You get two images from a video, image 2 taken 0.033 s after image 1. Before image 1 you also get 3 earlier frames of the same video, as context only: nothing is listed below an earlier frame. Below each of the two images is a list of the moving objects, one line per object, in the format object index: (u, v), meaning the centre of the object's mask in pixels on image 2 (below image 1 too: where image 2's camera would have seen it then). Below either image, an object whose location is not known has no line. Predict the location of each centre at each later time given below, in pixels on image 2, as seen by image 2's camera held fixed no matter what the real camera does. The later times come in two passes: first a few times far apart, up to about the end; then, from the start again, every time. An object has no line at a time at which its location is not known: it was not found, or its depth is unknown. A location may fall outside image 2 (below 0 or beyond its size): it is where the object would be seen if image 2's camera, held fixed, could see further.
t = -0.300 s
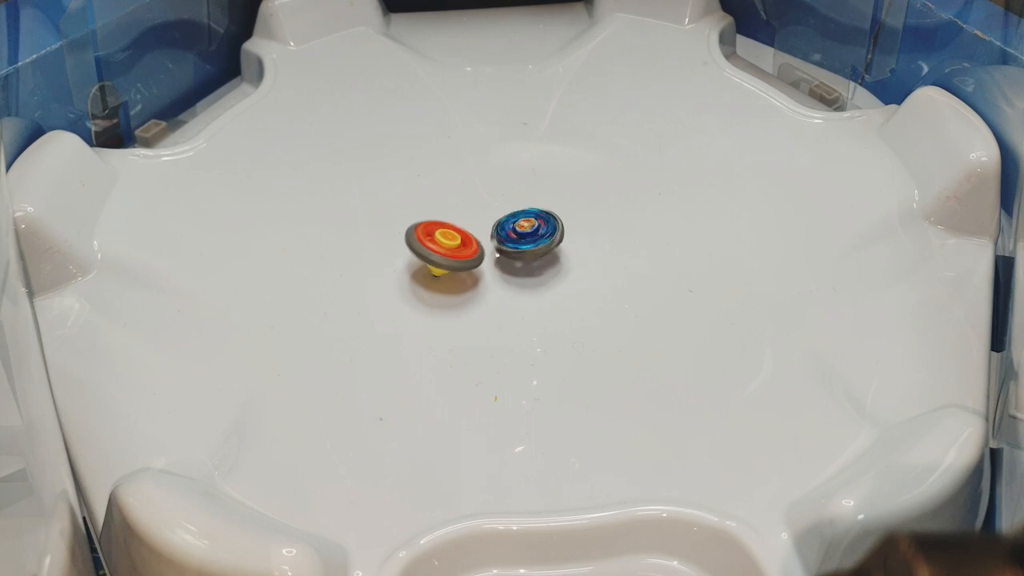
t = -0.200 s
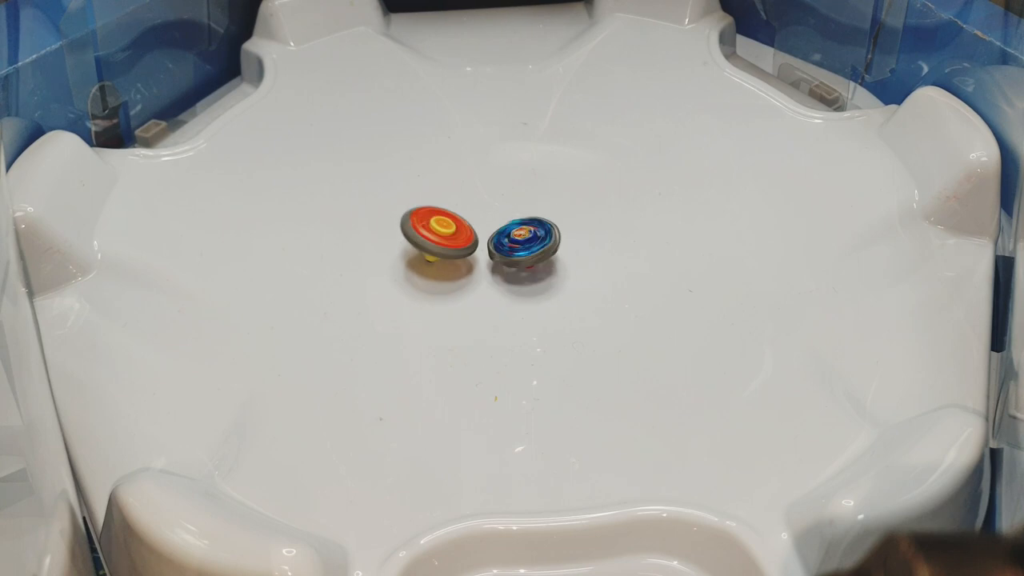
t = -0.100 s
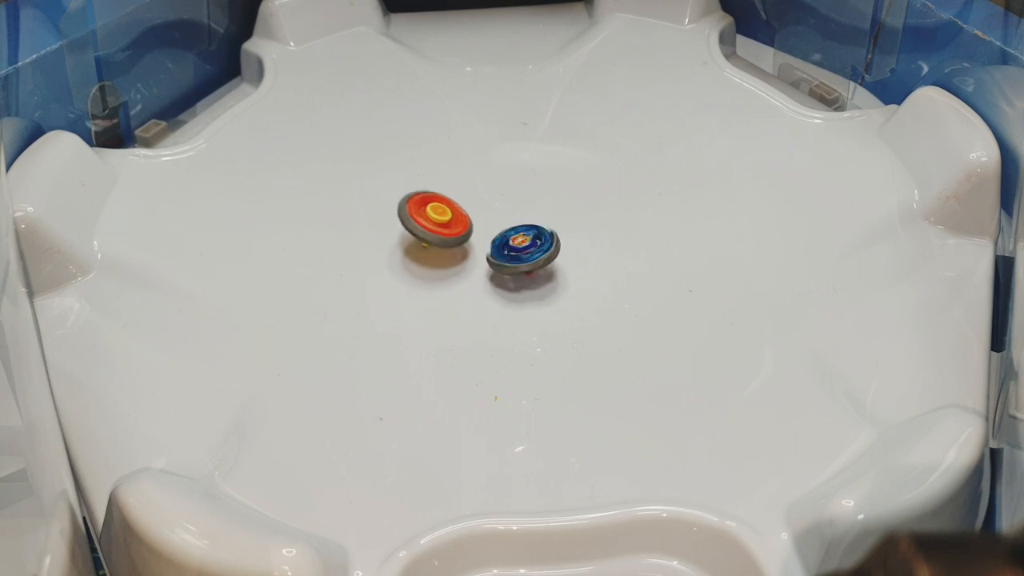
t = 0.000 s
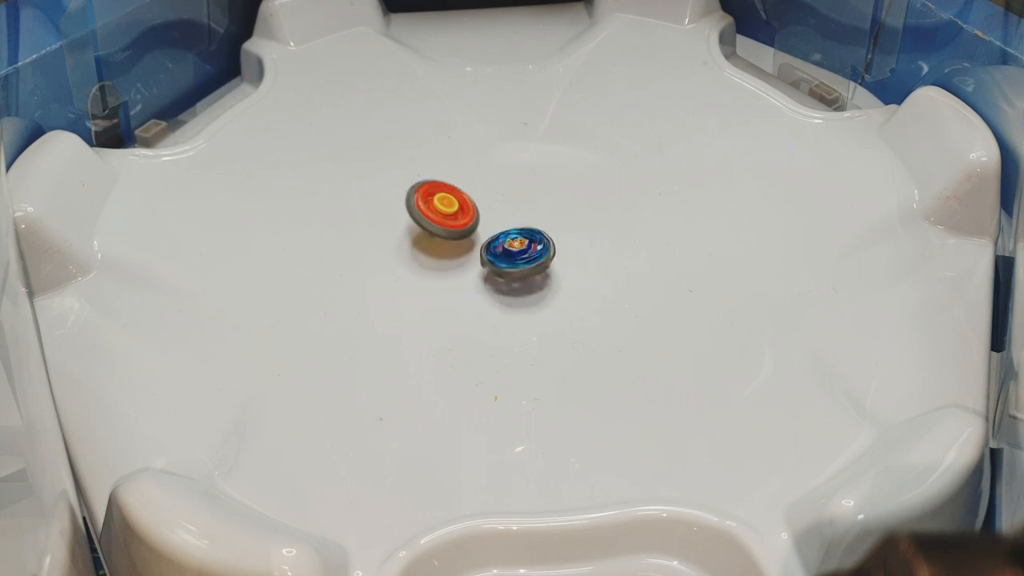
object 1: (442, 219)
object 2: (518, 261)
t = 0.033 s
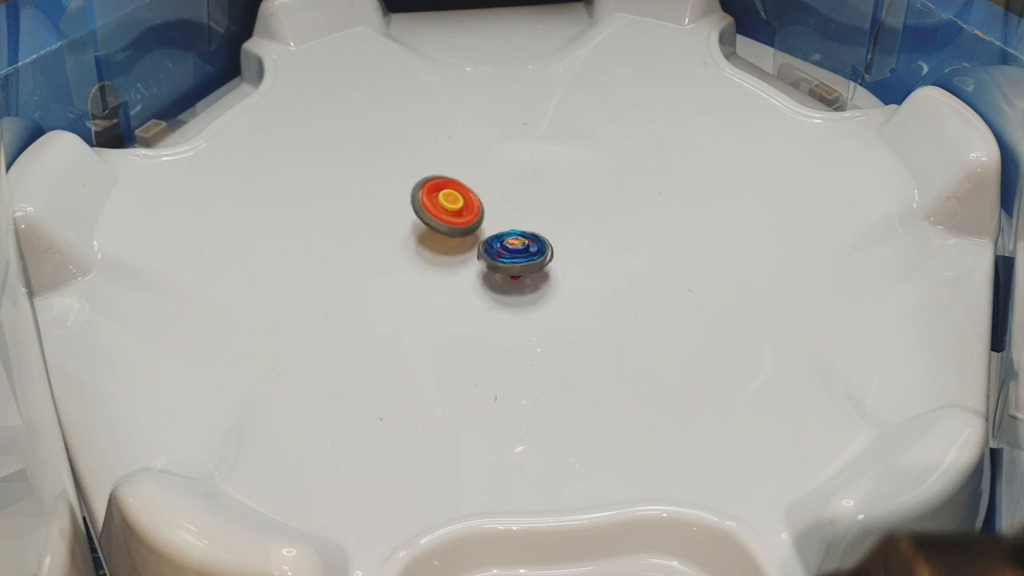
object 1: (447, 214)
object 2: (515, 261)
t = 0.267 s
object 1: (478, 193)
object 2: (499, 256)
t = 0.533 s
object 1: (528, 192)
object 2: (507, 257)
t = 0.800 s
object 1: (571, 211)
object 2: (500, 257)
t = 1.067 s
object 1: (595, 242)
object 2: (484, 257)
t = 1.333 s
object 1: (565, 278)
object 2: (496, 251)
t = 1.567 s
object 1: (541, 299)
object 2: (499, 242)
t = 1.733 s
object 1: (501, 290)
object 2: (493, 237)
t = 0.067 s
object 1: (451, 212)
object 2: (513, 261)
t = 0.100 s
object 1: (454, 209)
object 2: (510, 261)
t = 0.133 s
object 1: (460, 205)
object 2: (506, 260)
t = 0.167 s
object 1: (464, 202)
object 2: (505, 259)
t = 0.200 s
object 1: (470, 199)
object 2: (502, 257)
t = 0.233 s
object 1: (475, 196)
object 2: (500, 255)
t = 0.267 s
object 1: (478, 193)
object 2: (499, 256)
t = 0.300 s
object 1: (485, 190)
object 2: (498, 258)
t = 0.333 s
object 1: (490, 189)
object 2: (499, 259)
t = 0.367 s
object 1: (500, 188)
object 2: (499, 260)
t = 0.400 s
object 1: (503, 188)
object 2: (500, 260)
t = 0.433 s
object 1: (508, 188)
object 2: (501, 260)
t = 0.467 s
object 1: (515, 189)
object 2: (502, 260)
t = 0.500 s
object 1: (521, 190)
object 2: (504, 259)
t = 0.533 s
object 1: (528, 192)
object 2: (507, 257)
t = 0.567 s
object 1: (533, 193)
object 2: (508, 256)
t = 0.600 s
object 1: (539, 194)
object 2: (509, 254)
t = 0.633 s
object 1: (546, 197)
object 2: (510, 252)
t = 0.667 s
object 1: (552, 197)
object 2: (508, 253)
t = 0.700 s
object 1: (560, 200)
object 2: (505, 255)
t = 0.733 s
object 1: (564, 203)
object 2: (504, 255)
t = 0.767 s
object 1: (567, 206)
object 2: (502, 256)
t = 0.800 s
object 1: (571, 211)
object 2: (500, 257)
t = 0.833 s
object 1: (573, 214)
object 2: (500, 258)
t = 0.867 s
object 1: (576, 220)
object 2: (501, 259)
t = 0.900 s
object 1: (578, 224)
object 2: (502, 259)
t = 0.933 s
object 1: (579, 228)
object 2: (503, 259)
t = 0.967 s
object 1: (579, 235)
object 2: (505, 257)
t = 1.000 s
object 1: (583, 238)
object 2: (501, 257)
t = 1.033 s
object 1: (594, 239)
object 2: (488, 258)
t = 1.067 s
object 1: (595, 242)
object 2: (484, 257)
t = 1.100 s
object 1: (595, 246)
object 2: (486, 256)
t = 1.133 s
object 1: (593, 252)
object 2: (490, 255)
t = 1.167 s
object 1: (590, 256)
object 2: (490, 253)
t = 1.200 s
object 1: (583, 264)
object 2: (490, 251)
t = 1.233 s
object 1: (581, 265)
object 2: (490, 251)
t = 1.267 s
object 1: (577, 269)
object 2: (491, 250)
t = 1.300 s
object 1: (570, 274)
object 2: (493, 250)
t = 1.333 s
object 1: (565, 278)
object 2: (496, 251)
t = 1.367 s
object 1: (567, 286)
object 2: (489, 246)
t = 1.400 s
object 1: (570, 292)
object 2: (484, 244)
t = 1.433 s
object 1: (568, 294)
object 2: (482, 243)
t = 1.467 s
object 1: (561, 295)
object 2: (485, 238)
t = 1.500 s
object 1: (557, 298)
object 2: (492, 237)
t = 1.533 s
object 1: (548, 300)
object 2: (499, 236)
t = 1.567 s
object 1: (541, 299)
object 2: (499, 242)
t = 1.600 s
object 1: (534, 296)
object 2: (499, 242)
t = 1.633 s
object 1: (525, 298)
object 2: (495, 242)
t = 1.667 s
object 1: (518, 298)
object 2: (493, 241)
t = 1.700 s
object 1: (508, 295)
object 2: (492, 239)
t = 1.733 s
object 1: (501, 290)
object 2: (493, 237)
